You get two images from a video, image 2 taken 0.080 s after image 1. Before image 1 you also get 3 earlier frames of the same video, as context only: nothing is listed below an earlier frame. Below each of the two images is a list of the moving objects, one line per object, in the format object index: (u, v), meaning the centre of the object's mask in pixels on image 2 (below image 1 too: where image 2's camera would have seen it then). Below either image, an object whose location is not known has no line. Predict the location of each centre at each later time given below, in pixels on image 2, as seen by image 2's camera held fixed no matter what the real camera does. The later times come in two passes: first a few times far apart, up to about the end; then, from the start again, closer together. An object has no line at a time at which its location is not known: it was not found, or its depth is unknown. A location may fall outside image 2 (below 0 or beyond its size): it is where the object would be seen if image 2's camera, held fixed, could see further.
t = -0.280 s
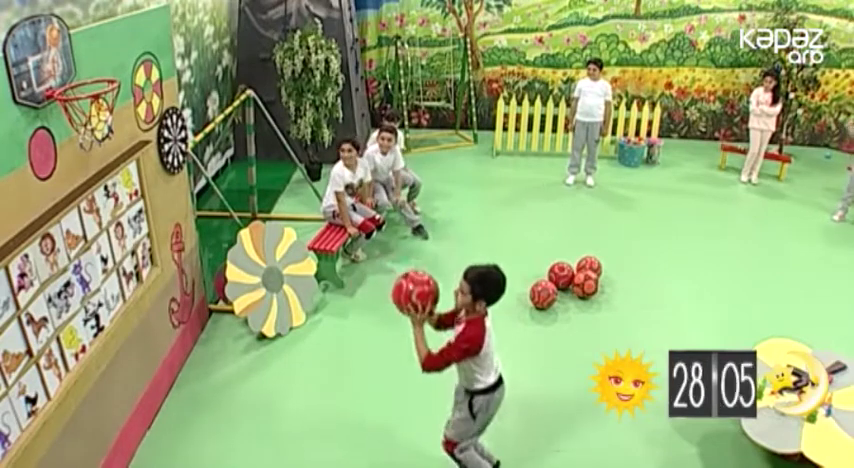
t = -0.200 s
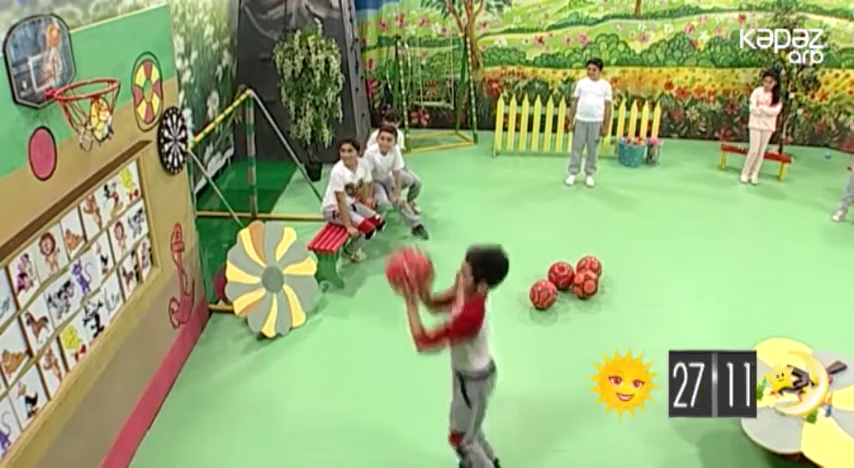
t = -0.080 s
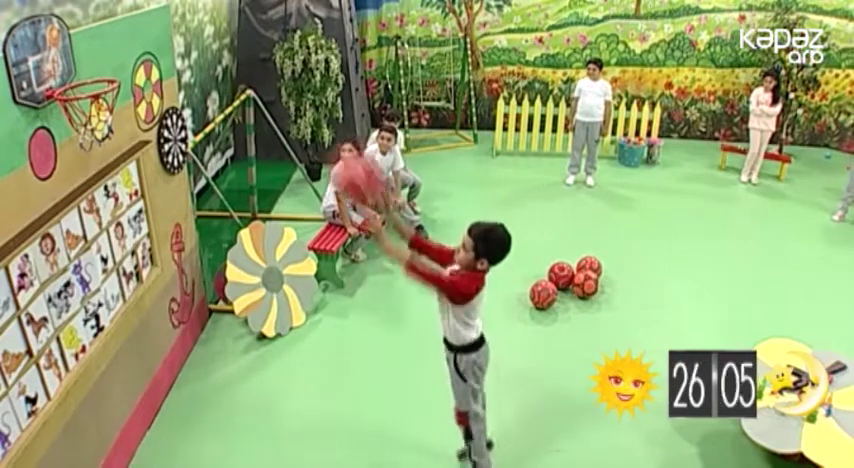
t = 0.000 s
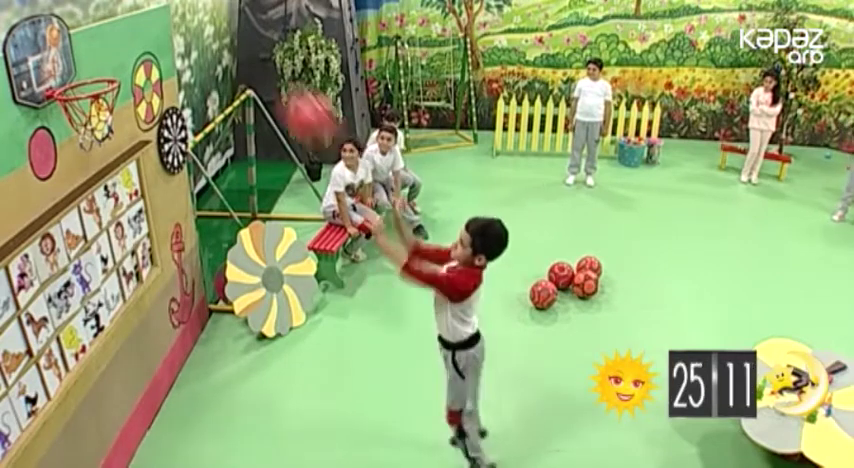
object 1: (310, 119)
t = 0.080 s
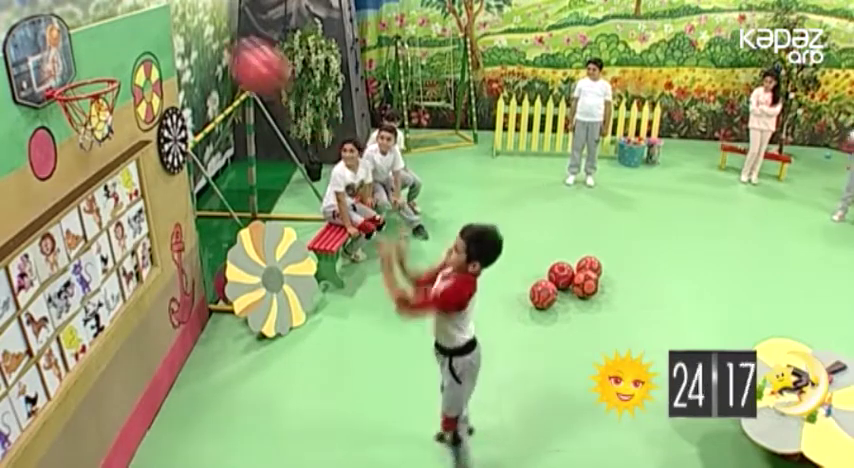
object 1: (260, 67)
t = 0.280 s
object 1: (142, 21)
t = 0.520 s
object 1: (67, 71)
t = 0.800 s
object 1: (158, 64)
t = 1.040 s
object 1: (239, 176)
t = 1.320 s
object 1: (325, 393)
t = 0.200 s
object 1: (189, 28)
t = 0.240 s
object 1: (166, 22)
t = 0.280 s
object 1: (142, 21)
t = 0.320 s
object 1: (122, 23)
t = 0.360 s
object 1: (103, 28)
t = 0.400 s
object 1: (83, 39)
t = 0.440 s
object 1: (65, 53)
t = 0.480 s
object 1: (54, 67)
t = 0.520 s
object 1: (67, 71)
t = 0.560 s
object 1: (84, 69)
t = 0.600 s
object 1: (98, 64)
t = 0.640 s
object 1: (109, 57)
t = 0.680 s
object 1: (120, 53)
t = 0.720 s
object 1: (133, 53)
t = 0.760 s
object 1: (144, 57)
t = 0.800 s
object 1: (158, 64)
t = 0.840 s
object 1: (173, 75)
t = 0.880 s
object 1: (186, 89)
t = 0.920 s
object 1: (198, 105)
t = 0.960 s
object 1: (214, 127)
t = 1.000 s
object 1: (226, 150)
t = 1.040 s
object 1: (239, 176)
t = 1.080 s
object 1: (251, 200)
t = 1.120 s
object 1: (265, 236)
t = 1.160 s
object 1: (278, 266)
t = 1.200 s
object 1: (292, 299)
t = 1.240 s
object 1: (304, 330)
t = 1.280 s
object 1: (315, 362)
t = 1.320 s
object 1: (325, 393)
